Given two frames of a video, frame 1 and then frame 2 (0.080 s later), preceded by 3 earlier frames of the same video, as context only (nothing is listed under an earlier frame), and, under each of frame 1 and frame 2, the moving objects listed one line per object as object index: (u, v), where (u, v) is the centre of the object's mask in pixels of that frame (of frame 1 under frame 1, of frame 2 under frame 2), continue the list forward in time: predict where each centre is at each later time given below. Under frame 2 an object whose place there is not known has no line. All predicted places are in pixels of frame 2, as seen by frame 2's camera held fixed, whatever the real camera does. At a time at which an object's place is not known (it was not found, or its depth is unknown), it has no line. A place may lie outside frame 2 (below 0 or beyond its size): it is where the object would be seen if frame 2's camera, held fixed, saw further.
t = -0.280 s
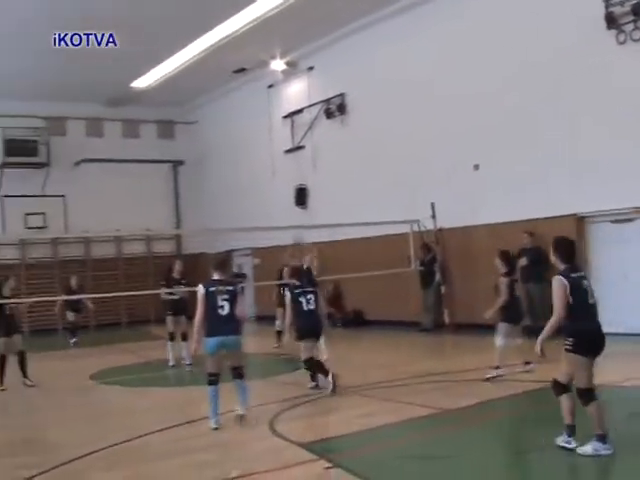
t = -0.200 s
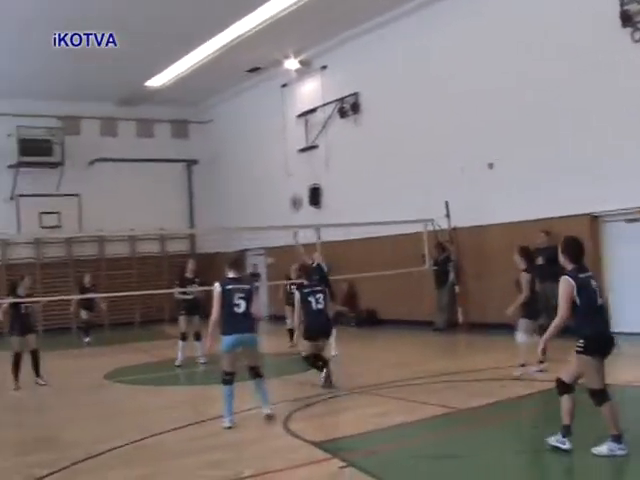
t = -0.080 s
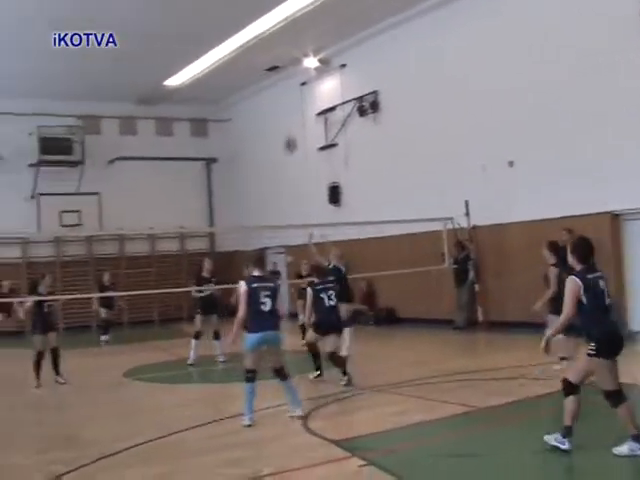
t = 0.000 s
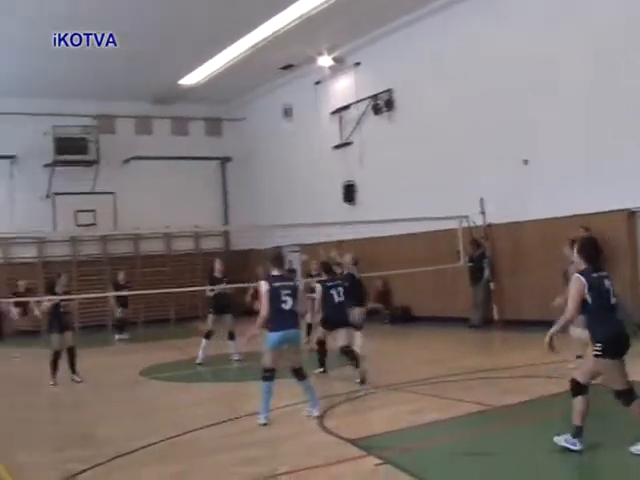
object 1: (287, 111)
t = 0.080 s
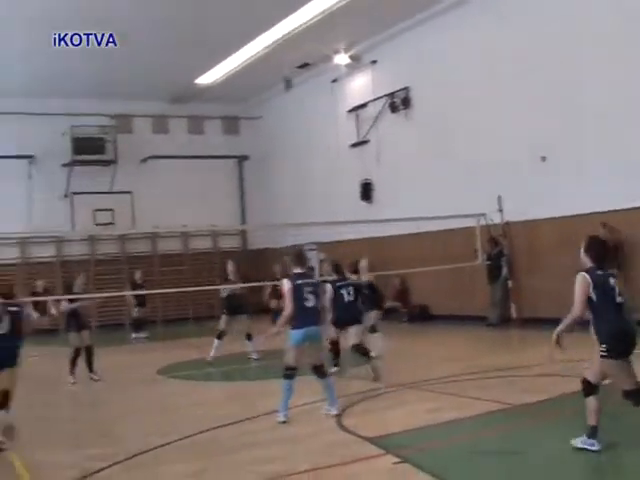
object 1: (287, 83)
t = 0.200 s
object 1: (269, 48)
